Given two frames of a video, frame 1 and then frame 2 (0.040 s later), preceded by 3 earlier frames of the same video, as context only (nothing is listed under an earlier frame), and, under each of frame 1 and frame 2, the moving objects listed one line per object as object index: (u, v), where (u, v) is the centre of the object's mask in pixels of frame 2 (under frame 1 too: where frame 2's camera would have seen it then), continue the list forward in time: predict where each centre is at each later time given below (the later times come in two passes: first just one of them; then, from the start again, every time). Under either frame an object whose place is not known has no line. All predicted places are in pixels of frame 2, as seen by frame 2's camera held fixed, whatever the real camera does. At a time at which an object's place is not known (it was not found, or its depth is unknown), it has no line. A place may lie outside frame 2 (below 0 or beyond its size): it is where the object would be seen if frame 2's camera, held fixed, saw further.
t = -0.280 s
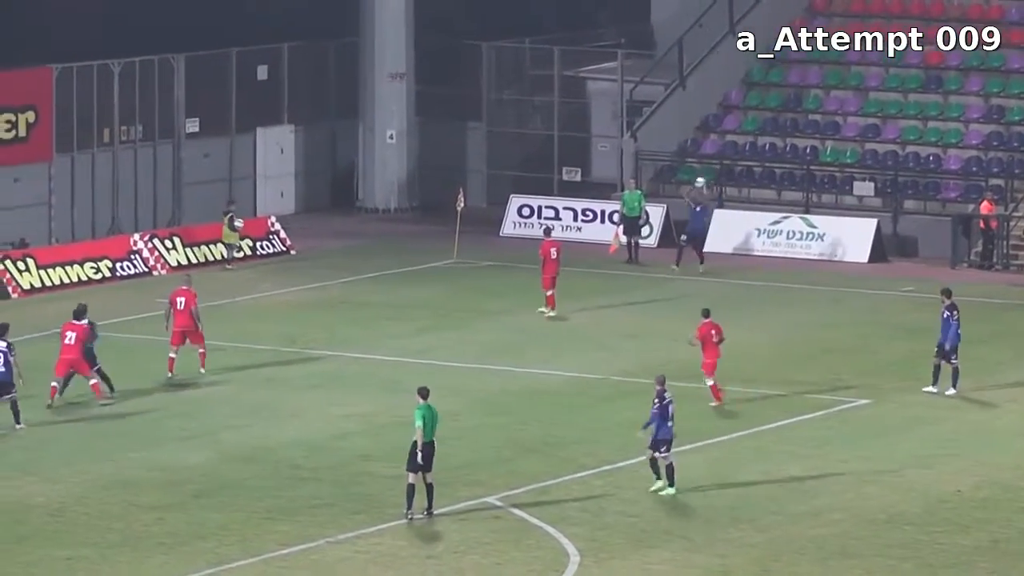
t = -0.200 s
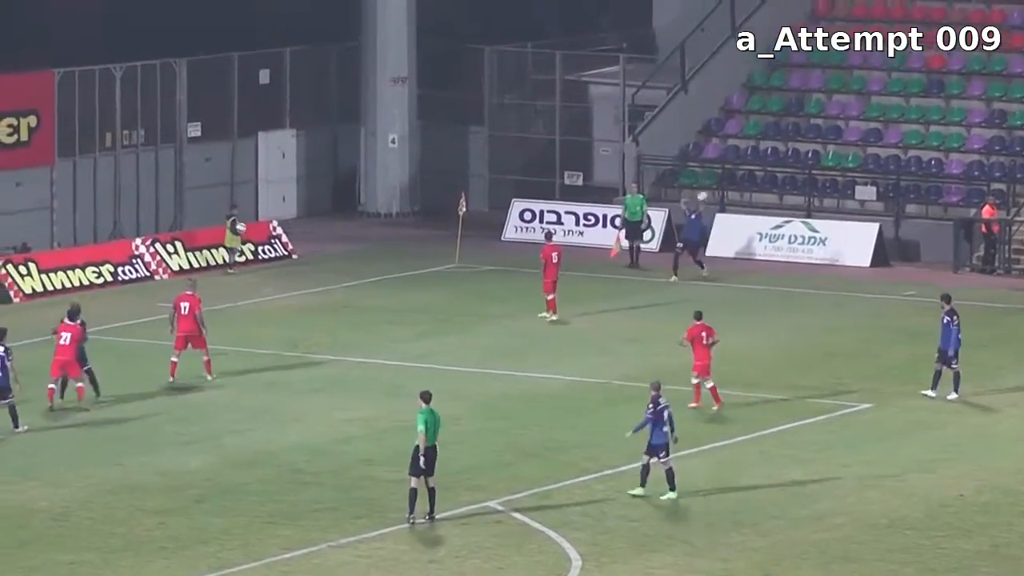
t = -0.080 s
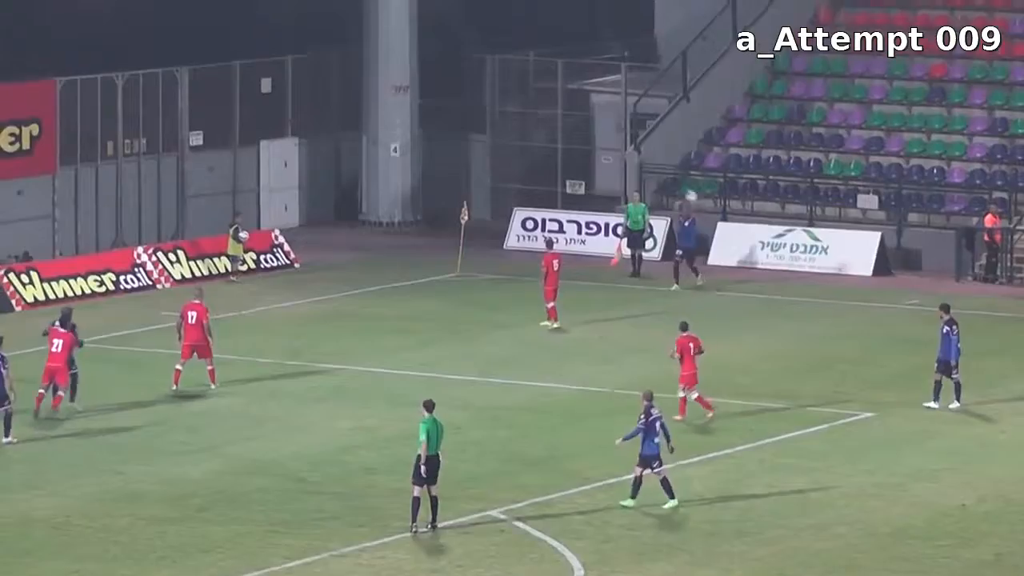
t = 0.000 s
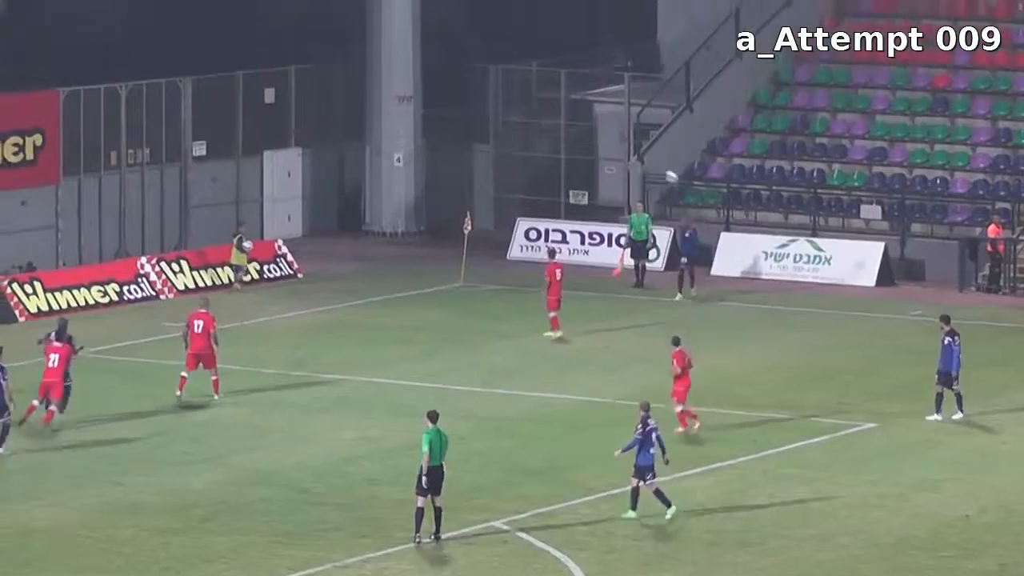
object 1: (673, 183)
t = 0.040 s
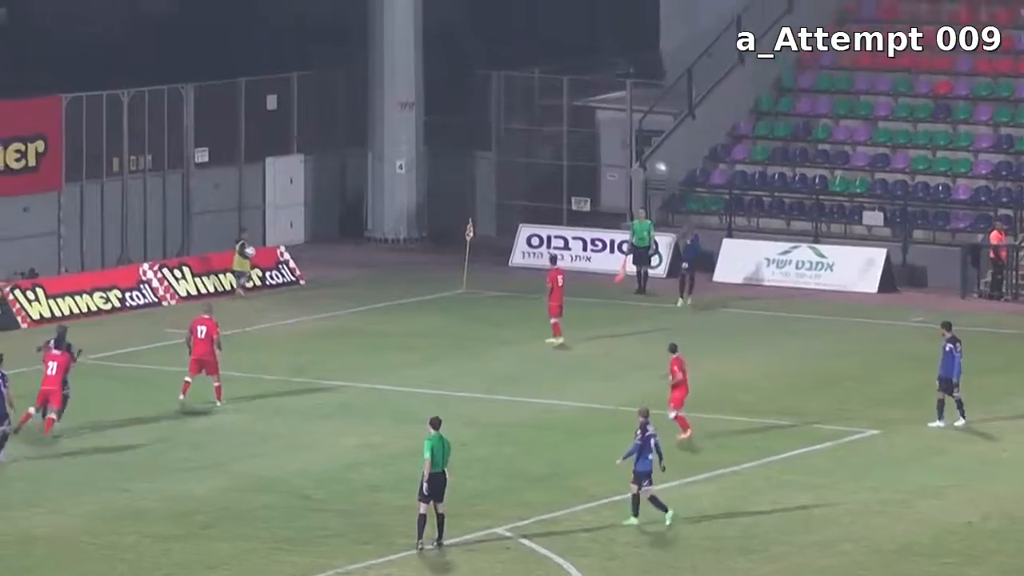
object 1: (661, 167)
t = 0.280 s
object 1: (587, 98)
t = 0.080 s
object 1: (648, 154)
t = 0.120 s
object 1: (636, 141)
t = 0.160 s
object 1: (624, 129)
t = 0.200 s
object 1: (612, 119)
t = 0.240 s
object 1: (598, 108)
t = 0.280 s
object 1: (587, 98)
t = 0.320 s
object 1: (574, 91)
